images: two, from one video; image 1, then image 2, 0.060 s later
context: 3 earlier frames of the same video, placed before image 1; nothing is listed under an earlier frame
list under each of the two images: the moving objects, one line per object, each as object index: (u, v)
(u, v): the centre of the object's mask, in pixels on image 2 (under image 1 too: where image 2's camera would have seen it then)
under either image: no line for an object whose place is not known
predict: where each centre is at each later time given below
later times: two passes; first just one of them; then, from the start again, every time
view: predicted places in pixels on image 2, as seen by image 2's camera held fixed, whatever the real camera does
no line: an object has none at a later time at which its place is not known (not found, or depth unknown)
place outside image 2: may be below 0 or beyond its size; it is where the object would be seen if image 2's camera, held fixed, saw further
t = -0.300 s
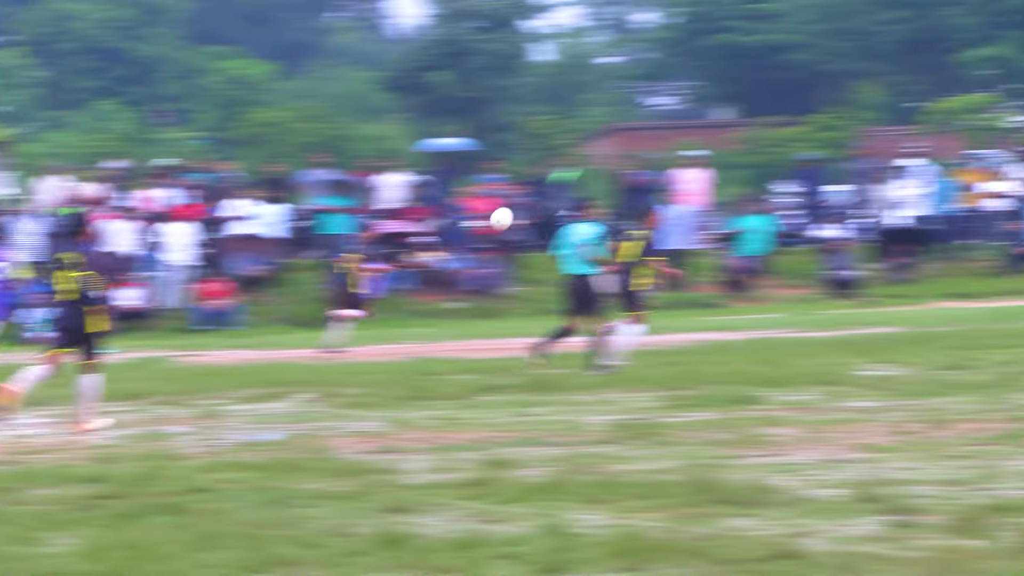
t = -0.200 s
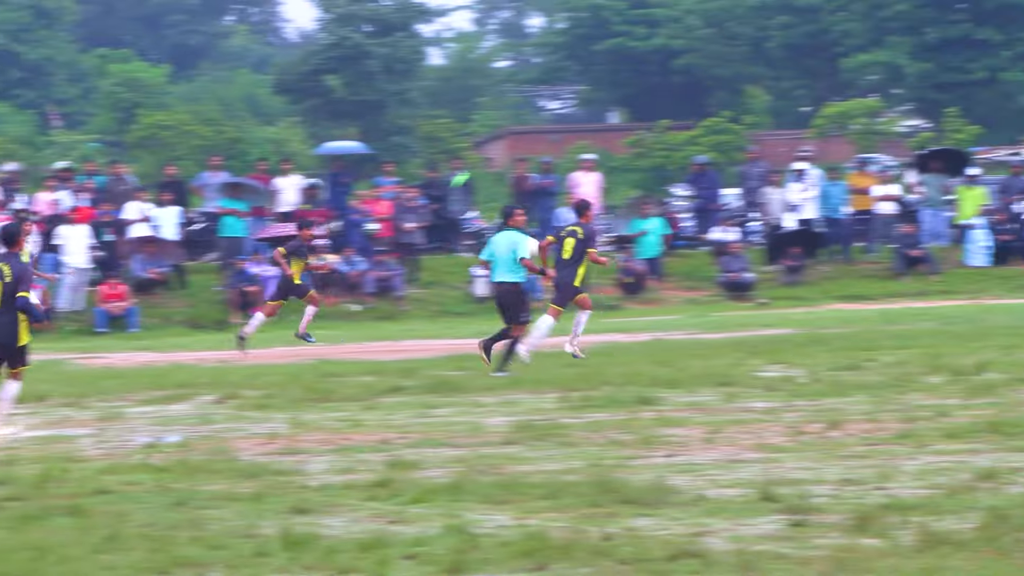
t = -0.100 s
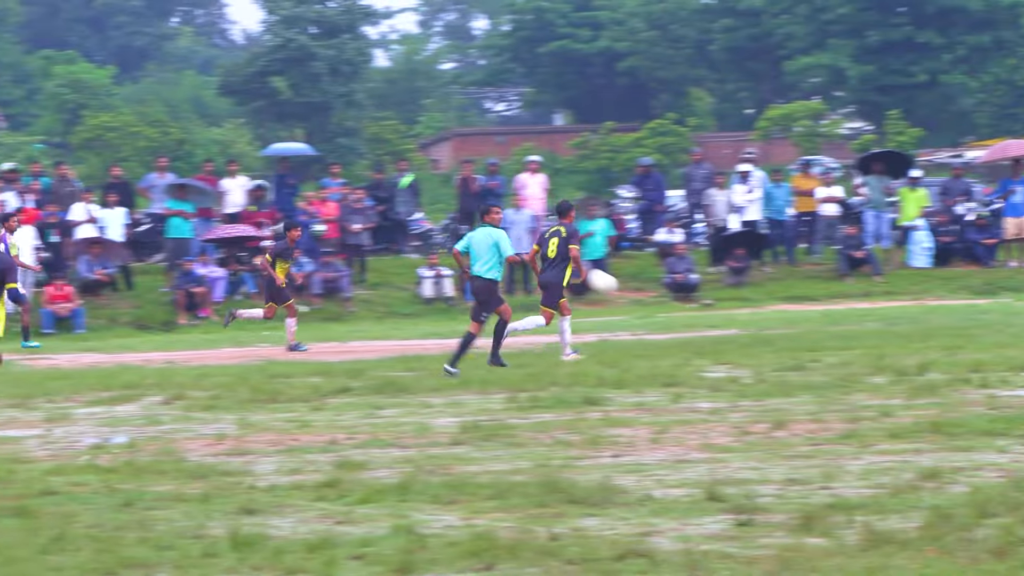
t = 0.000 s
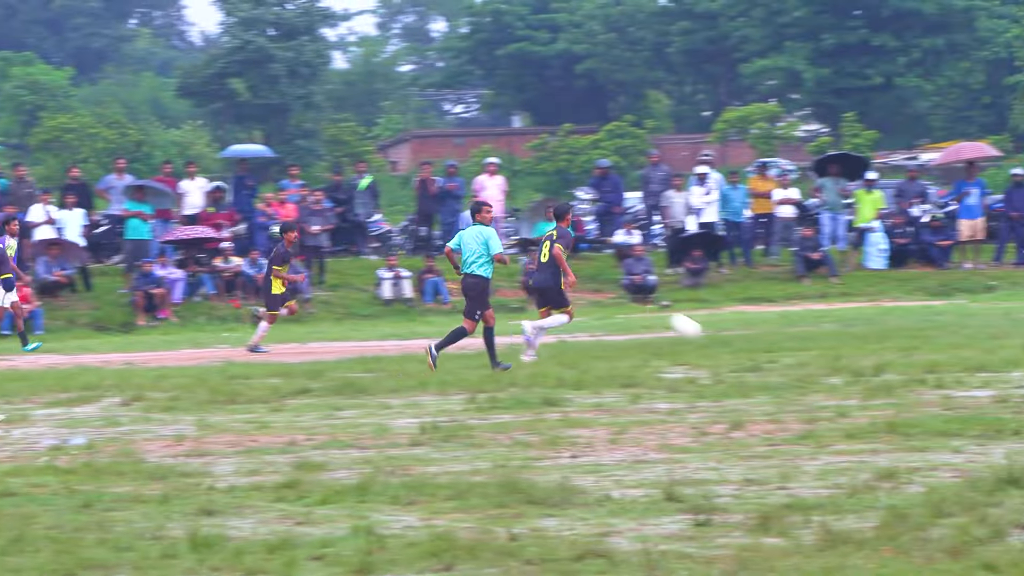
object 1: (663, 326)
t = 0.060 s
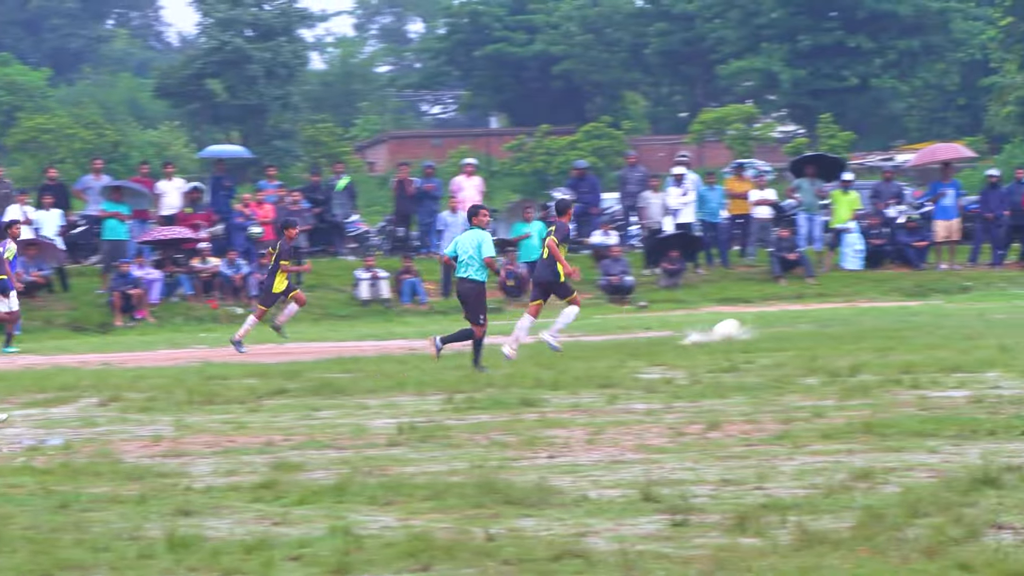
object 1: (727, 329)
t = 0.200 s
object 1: (851, 299)
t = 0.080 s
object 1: (744, 324)
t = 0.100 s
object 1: (762, 319)
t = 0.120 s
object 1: (779, 314)
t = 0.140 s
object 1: (796, 310)
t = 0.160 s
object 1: (816, 306)
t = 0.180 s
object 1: (833, 301)
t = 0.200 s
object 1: (851, 299)
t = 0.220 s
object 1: (869, 296)
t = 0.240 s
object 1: (888, 293)
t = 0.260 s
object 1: (906, 291)
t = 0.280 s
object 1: (925, 290)
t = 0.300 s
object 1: (943, 288)
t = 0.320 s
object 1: (961, 287)
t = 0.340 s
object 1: (979, 287)
